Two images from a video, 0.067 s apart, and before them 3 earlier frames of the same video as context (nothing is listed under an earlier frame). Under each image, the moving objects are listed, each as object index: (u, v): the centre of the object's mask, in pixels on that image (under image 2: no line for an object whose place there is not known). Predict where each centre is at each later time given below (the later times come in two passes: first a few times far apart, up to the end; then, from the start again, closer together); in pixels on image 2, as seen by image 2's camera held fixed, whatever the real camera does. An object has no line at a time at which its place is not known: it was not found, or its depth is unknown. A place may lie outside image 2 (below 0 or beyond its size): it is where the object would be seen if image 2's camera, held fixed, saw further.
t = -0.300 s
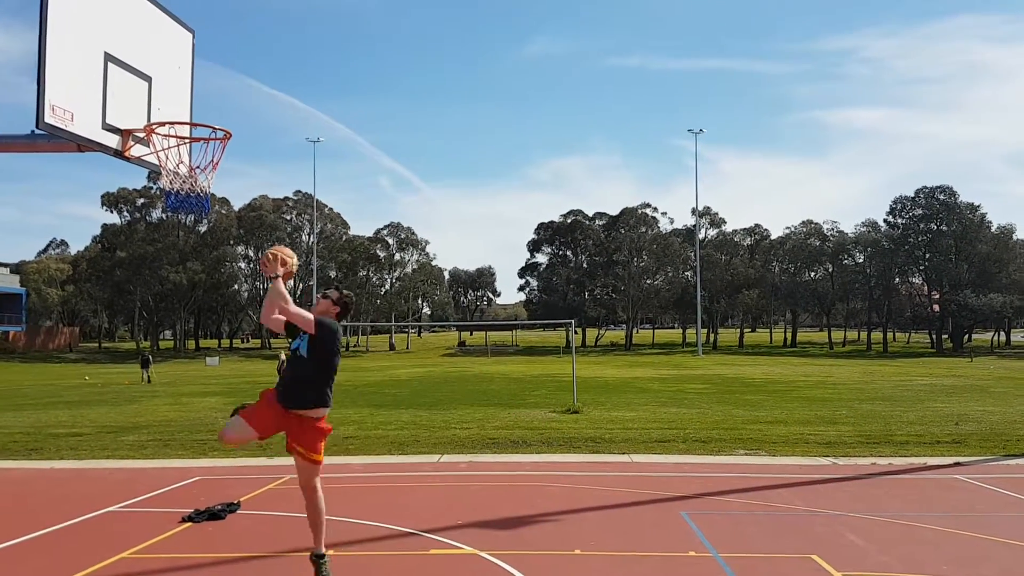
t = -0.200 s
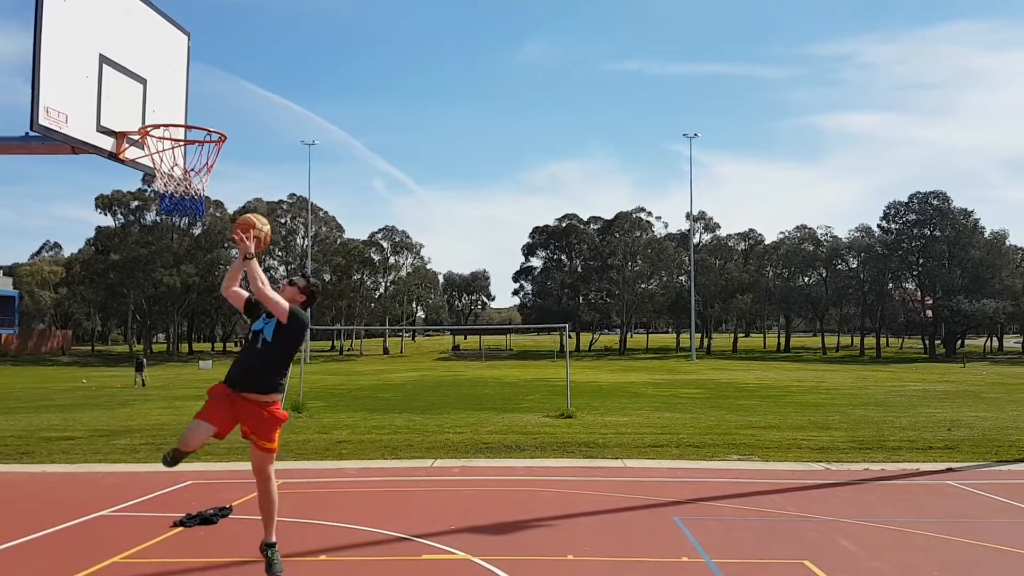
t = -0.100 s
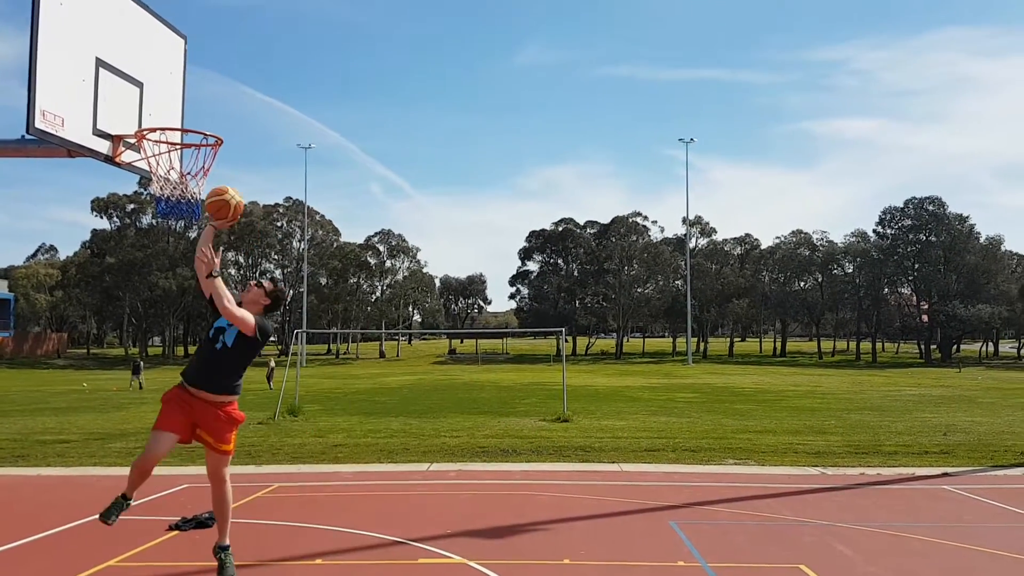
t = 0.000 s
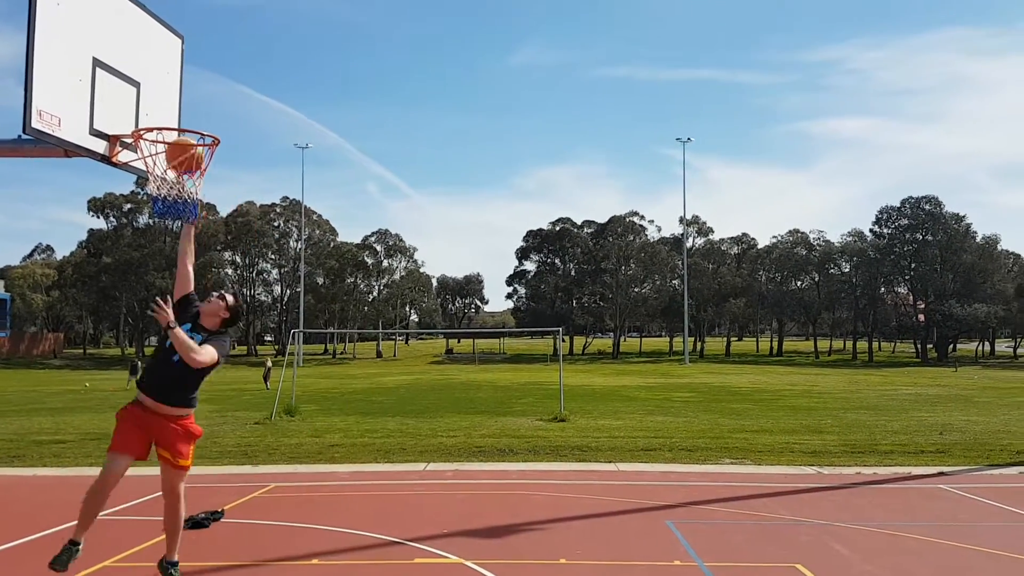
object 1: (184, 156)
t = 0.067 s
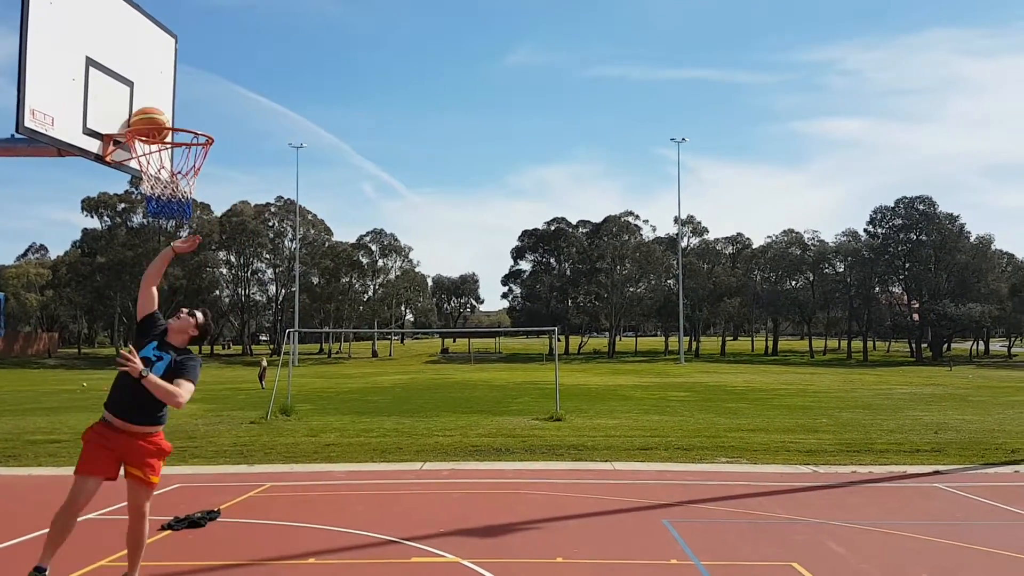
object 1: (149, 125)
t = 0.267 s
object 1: (187, 116)
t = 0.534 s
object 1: (151, 131)
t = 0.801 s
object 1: (184, 211)
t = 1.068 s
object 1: (207, 379)
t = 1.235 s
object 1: (218, 548)
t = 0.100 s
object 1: (154, 119)
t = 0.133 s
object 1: (161, 115)
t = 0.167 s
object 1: (167, 113)
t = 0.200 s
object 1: (175, 111)
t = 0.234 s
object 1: (181, 113)
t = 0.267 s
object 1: (187, 116)
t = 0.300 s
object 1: (194, 121)
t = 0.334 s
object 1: (193, 121)
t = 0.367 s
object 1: (186, 118)
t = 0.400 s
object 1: (179, 117)
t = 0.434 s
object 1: (173, 117)
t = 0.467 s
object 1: (164, 121)
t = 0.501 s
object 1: (156, 125)
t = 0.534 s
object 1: (151, 131)
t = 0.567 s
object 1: (150, 137)
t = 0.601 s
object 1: (156, 143)
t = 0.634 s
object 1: (162, 151)
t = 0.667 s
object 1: (166, 161)
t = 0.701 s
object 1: (171, 173)
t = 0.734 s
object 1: (177, 184)
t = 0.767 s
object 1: (180, 198)
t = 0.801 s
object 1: (184, 211)
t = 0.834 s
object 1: (187, 225)
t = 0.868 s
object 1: (191, 242)
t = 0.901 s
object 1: (194, 260)
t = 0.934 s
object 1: (197, 280)
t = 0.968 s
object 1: (199, 302)
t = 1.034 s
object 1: (205, 351)
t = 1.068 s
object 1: (207, 379)
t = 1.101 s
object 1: (209, 409)
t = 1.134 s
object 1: (211, 440)
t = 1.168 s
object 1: (213, 474)
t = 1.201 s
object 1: (216, 510)
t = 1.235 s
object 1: (218, 548)
